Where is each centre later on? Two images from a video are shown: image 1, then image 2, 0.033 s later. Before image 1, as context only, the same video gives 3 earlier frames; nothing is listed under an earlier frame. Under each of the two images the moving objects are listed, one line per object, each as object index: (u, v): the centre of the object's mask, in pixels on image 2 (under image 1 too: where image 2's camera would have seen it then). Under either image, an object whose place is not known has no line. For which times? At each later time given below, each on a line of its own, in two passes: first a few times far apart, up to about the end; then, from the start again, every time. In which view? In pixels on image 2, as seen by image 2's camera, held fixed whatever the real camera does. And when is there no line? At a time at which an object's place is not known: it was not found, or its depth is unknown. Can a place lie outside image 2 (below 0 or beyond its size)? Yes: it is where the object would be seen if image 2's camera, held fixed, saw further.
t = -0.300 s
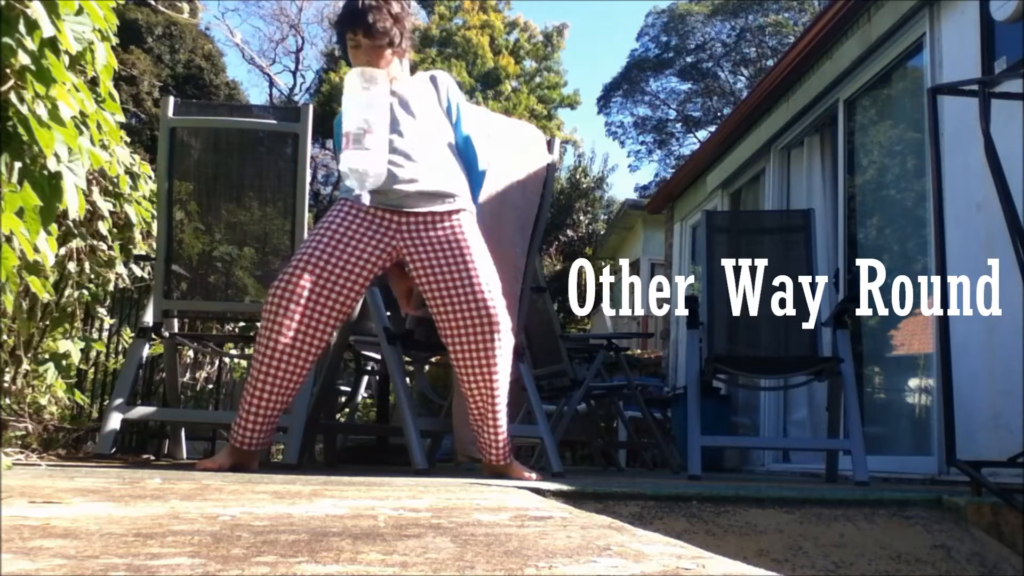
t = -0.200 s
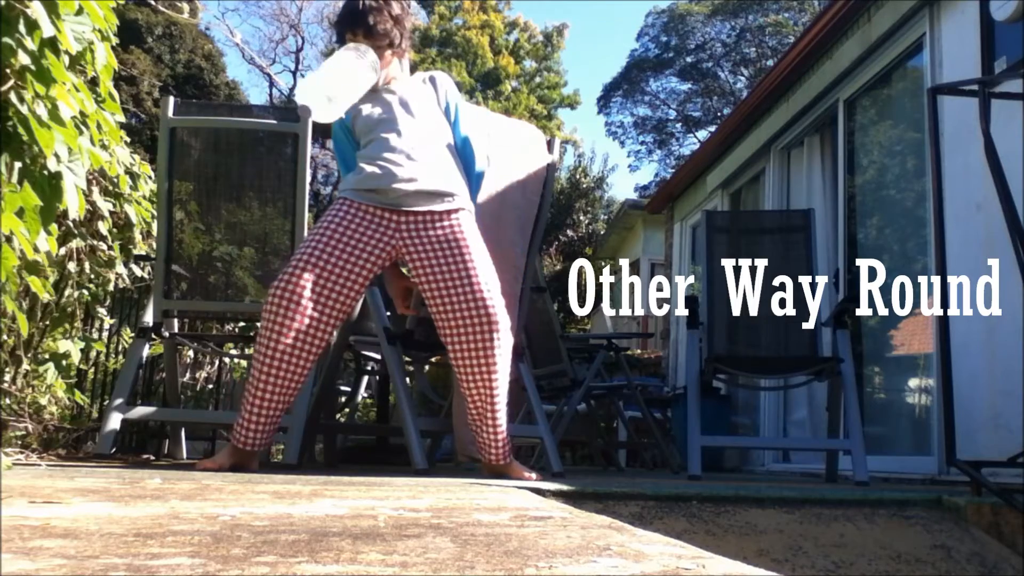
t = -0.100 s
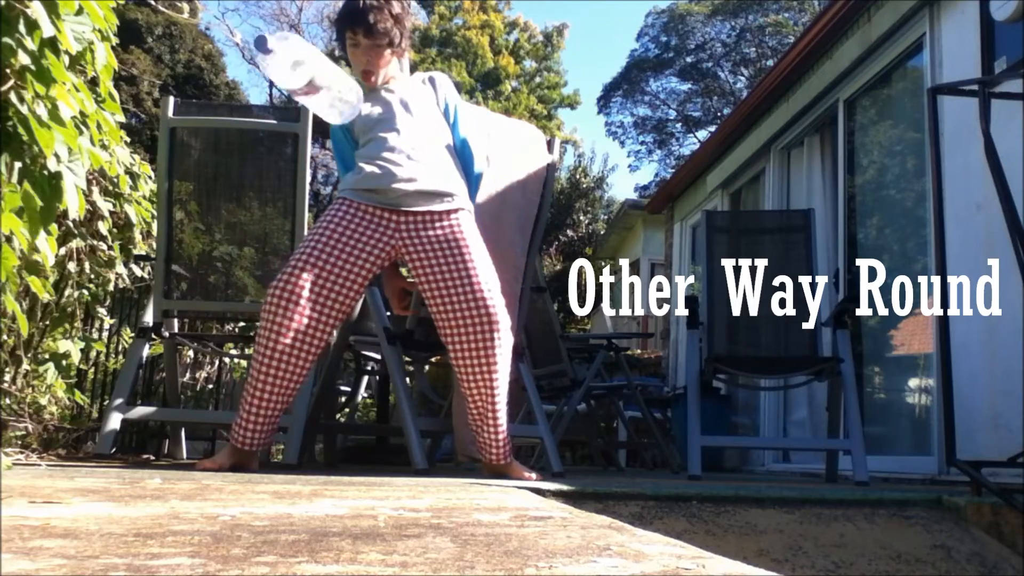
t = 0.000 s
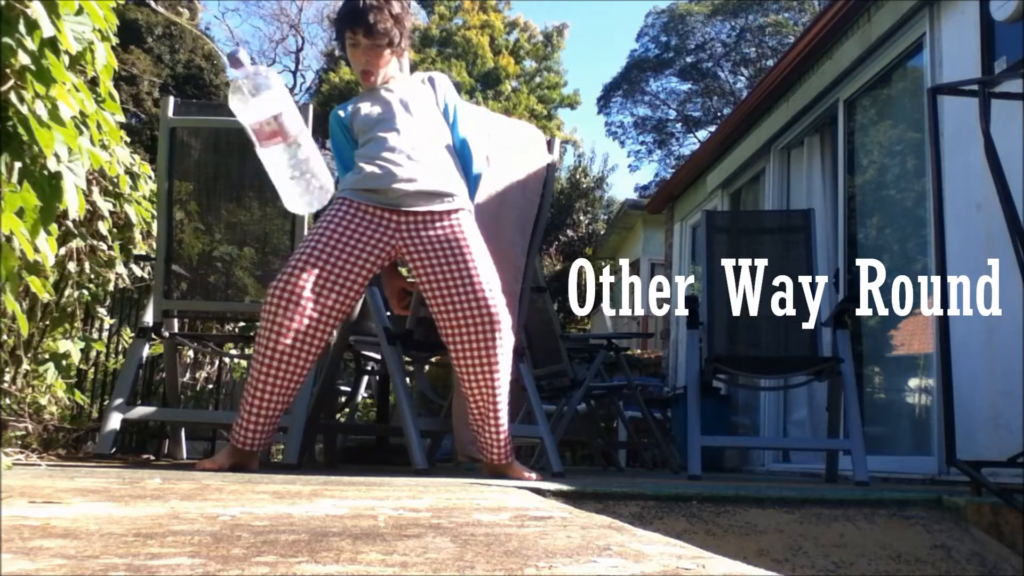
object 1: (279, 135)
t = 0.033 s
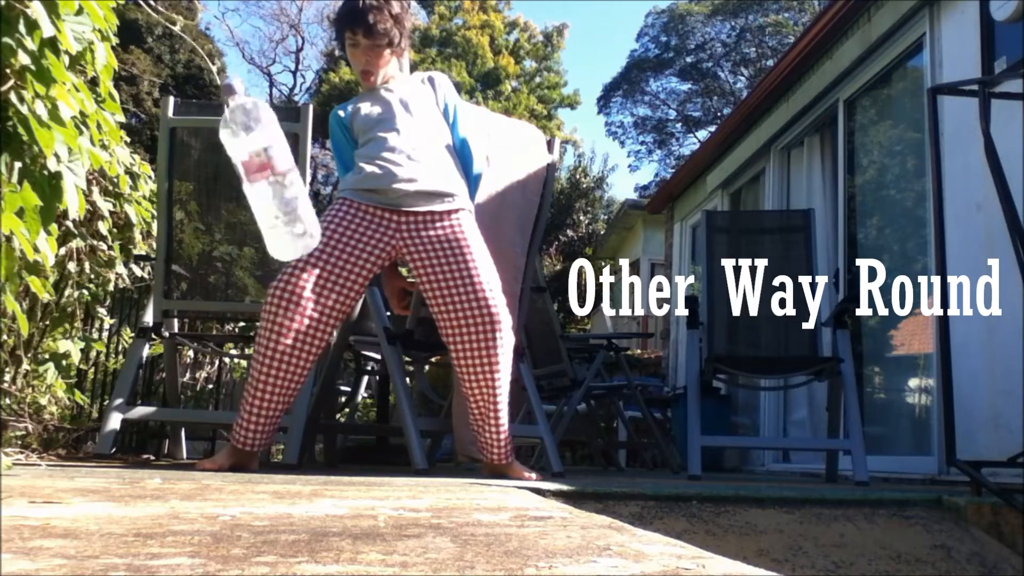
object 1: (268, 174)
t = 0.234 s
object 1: (228, 396)
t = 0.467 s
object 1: (216, 396)
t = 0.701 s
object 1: (209, 392)
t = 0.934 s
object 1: (213, 393)
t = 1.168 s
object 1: (212, 393)
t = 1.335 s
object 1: (212, 393)
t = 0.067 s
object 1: (256, 225)
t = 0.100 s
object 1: (243, 289)
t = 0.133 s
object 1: (227, 369)
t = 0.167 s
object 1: (223, 395)
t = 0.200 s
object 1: (227, 396)
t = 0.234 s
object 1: (228, 396)
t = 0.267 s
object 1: (229, 397)
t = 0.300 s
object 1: (229, 397)
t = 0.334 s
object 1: (230, 397)
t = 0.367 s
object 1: (229, 397)
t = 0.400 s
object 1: (227, 397)
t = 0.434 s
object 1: (221, 397)
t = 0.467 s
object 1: (216, 396)
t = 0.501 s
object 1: (214, 395)
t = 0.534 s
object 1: (215, 394)
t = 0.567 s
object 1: (217, 394)
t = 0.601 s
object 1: (216, 392)
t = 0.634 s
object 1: (214, 391)
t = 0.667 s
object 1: (210, 392)
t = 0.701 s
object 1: (209, 392)
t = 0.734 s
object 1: (210, 393)
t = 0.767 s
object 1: (215, 393)
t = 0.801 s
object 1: (216, 393)
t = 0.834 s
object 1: (212, 393)
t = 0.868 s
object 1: (209, 393)
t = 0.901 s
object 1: (210, 393)
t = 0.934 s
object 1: (213, 393)
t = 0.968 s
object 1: (212, 394)
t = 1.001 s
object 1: (212, 393)
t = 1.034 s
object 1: (212, 393)
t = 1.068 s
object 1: (213, 393)
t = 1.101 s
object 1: (212, 394)
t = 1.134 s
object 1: (212, 393)
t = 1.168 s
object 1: (212, 393)
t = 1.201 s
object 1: (212, 393)
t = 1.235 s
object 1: (212, 393)
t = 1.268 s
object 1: (212, 393)
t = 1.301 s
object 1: (212, 393)
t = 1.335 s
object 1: (212, 393)
